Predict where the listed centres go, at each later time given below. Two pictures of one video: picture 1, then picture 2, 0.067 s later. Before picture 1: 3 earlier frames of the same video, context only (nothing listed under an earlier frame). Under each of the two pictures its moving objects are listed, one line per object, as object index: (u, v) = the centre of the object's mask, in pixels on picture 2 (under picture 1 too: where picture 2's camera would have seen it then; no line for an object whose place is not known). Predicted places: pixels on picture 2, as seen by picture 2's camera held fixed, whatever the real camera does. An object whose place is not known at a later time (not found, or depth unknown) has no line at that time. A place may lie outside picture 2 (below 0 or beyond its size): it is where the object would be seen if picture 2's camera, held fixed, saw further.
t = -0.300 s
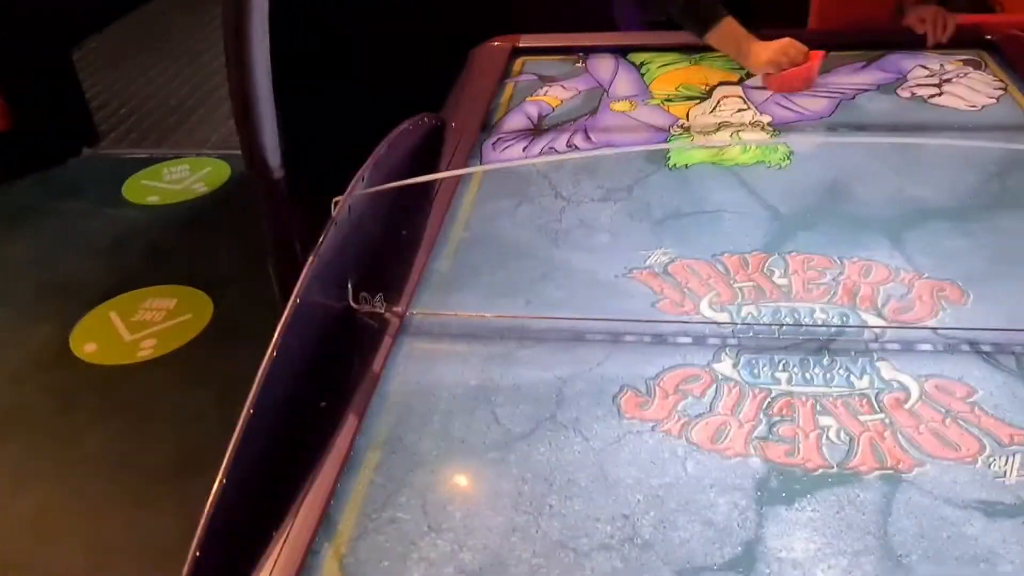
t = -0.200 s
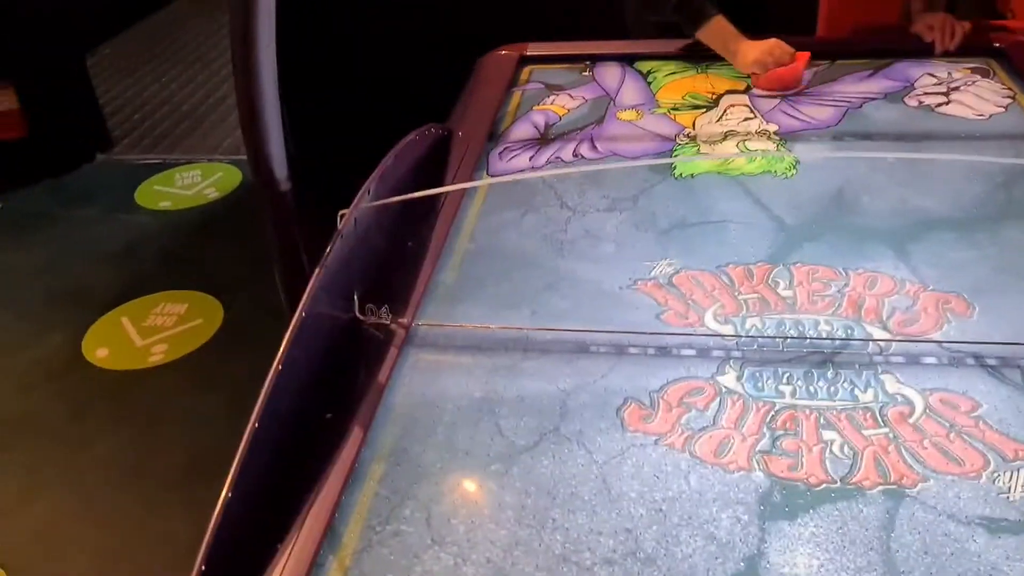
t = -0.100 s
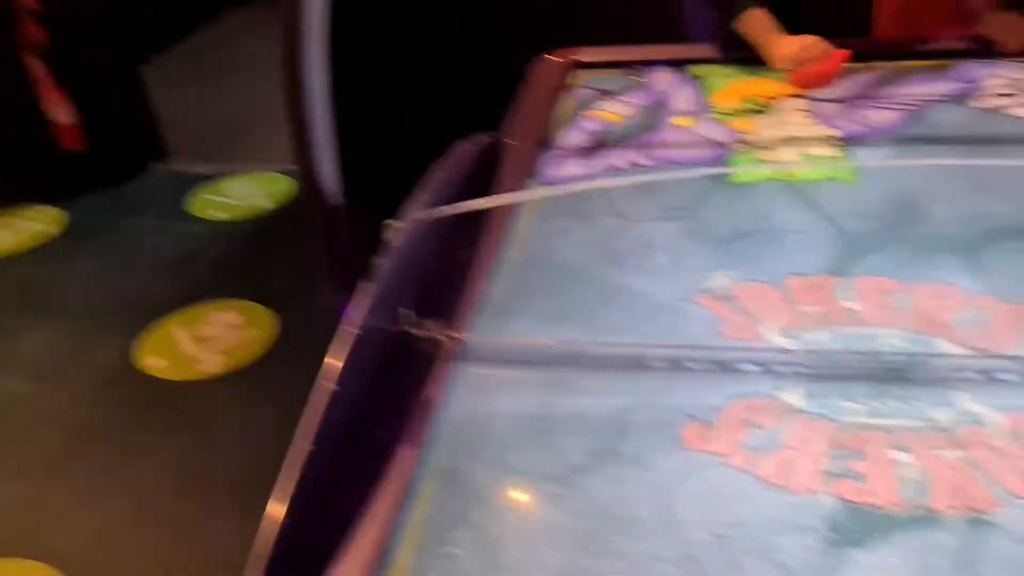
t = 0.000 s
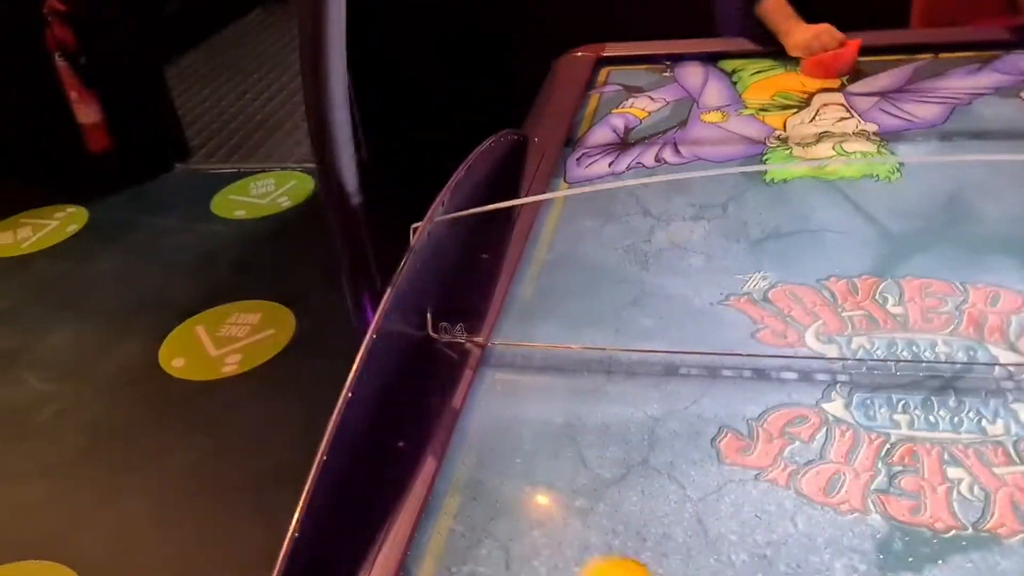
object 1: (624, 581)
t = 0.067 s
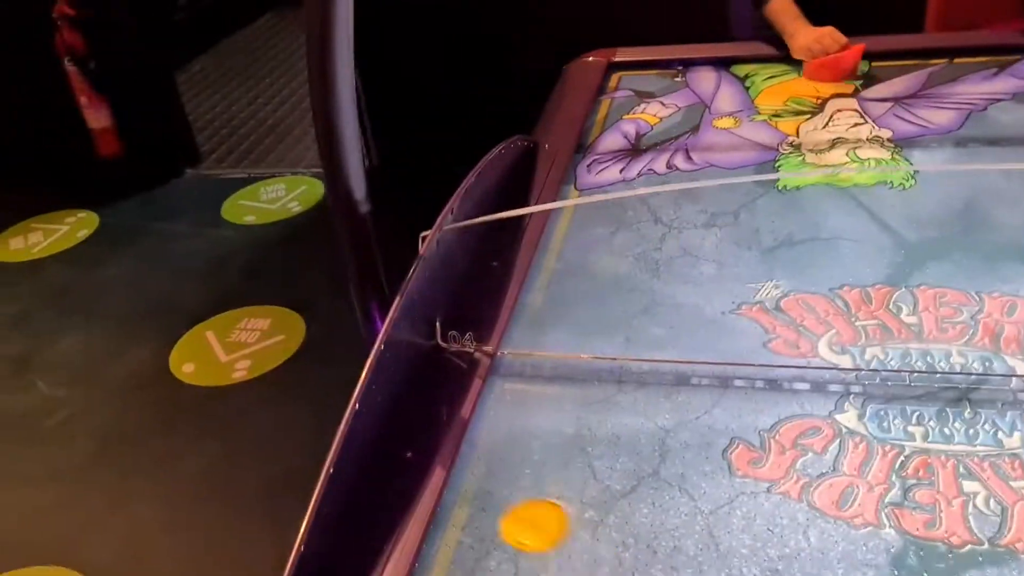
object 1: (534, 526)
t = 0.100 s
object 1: (494, 494)
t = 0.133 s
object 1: (473, 466)
